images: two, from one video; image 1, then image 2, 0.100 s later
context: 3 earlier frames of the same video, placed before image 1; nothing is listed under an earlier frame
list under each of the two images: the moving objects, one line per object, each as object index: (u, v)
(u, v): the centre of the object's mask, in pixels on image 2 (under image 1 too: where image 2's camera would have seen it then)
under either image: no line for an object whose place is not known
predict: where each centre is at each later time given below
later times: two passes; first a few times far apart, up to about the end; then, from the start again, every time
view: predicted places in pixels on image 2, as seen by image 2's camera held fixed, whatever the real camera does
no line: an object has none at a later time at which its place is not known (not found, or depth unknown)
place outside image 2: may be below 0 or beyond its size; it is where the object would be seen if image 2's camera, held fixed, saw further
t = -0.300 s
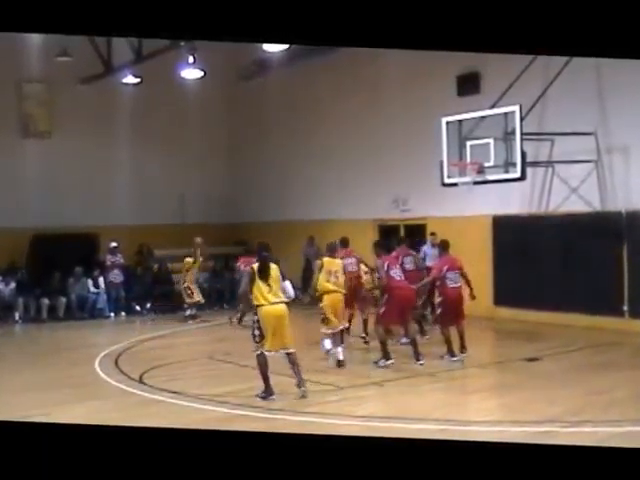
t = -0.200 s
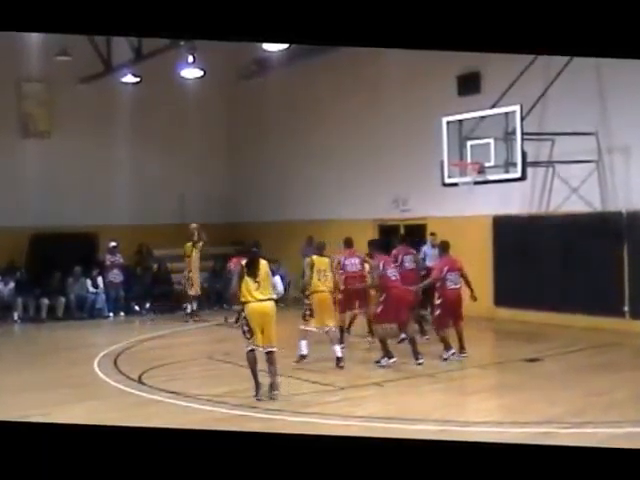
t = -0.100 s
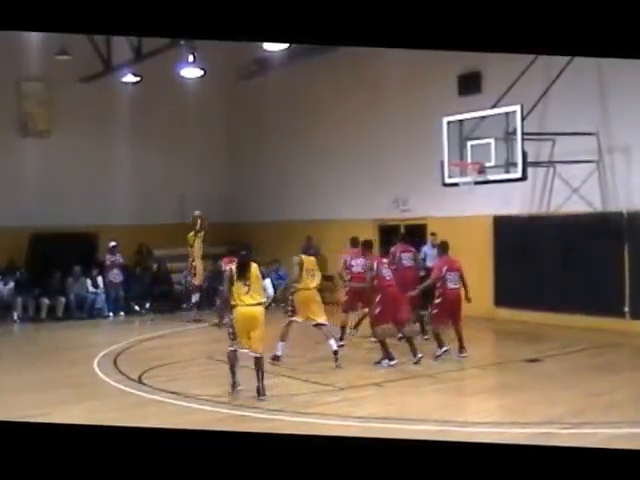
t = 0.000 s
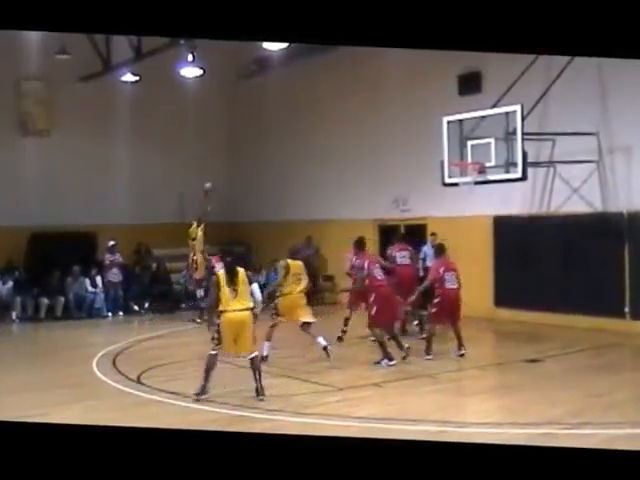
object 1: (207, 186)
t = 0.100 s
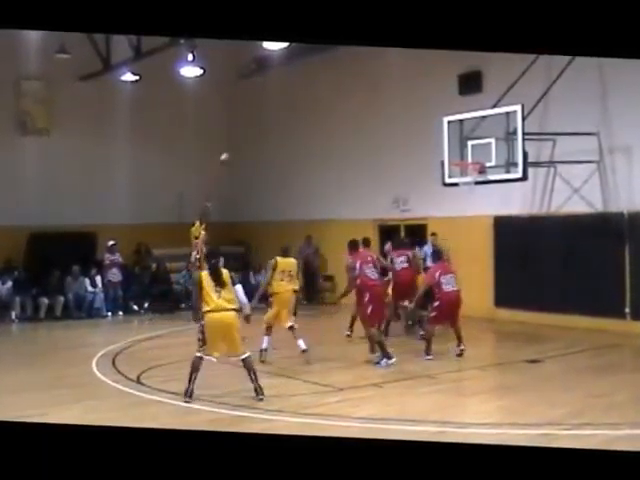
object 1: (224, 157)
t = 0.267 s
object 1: (253, 119)
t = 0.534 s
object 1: (303, 82)
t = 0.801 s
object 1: (357, 80)
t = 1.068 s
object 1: (421, 113)
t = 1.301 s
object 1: (477, 177)
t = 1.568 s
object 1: (490, 201)
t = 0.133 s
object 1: (229, 149)
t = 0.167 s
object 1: (234, 140)
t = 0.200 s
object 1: (241, 133)
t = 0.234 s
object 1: (247, 126)
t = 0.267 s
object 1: (253, 119)
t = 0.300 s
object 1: (260, 113)
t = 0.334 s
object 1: (266, 108)
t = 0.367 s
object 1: (272, 102)
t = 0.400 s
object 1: (278, 98)
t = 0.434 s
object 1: (284, 93)
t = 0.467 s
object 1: (291, 89)
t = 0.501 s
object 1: (297, 85)
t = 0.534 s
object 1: (303, 82)
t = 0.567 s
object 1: (309, 80)
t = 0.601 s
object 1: (315, 78)
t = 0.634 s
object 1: (322, 77)
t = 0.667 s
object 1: (328, 76)
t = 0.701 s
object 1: (335, 76)
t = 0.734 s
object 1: (343, 77)
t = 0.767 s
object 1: (348, 80)
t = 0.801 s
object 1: (357, 80)
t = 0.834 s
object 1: (365, 85)
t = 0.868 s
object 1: (375, 88)
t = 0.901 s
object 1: (381, 87)
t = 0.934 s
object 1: (389, 90)
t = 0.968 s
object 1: (397, 95)
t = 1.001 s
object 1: (405, 100)
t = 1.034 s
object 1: (412, 106)
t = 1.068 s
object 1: (421, 113)
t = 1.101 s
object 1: (429, 122)
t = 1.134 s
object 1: (437, 131)
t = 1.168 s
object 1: (445, 138)
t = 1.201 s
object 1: (455, 150)
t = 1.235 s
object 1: (476, 178)
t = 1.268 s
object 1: (478, 177)
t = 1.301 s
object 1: (477, 177)
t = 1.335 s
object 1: (479, 176)
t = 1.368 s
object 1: (480, 177)
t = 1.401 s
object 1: (482, 182)
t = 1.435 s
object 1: (483, 183)
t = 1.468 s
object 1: (485, 187)
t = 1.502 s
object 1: (487, 191)
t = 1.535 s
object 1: (489, 195)
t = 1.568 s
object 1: (490, 201)
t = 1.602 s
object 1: (492, 207)
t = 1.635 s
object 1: (494, 214)
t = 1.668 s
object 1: (496, 222)
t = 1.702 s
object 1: (497, 229)
